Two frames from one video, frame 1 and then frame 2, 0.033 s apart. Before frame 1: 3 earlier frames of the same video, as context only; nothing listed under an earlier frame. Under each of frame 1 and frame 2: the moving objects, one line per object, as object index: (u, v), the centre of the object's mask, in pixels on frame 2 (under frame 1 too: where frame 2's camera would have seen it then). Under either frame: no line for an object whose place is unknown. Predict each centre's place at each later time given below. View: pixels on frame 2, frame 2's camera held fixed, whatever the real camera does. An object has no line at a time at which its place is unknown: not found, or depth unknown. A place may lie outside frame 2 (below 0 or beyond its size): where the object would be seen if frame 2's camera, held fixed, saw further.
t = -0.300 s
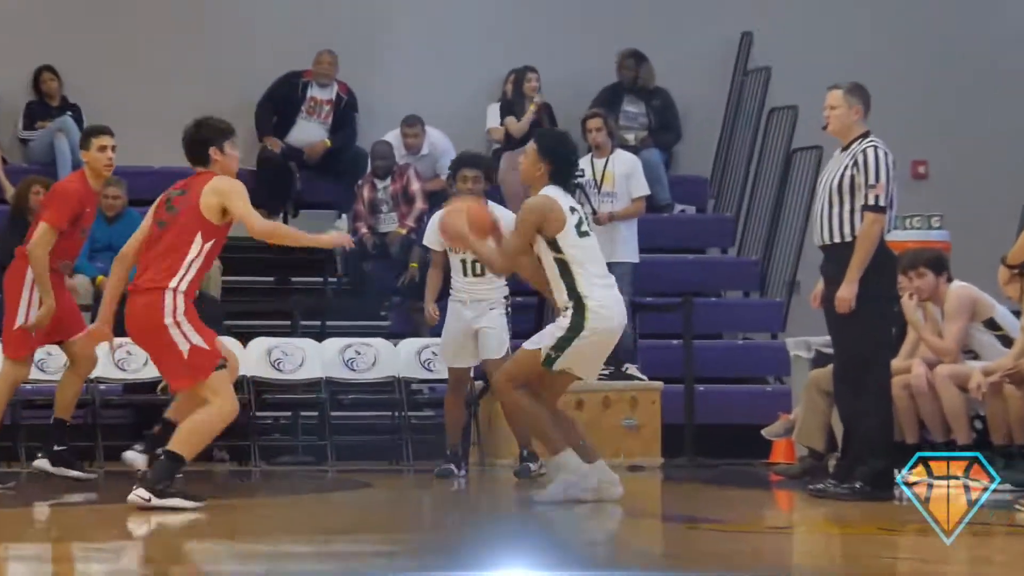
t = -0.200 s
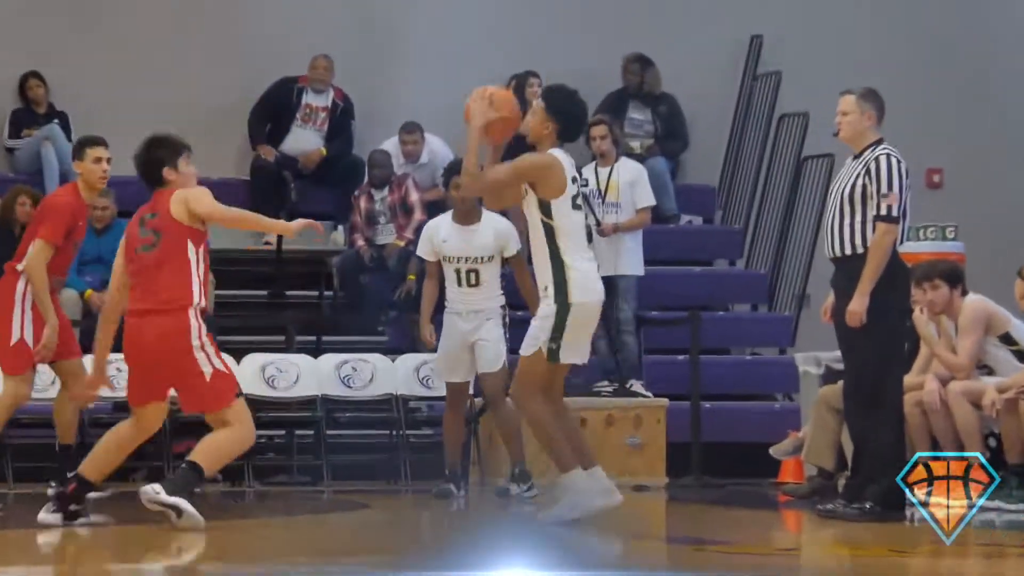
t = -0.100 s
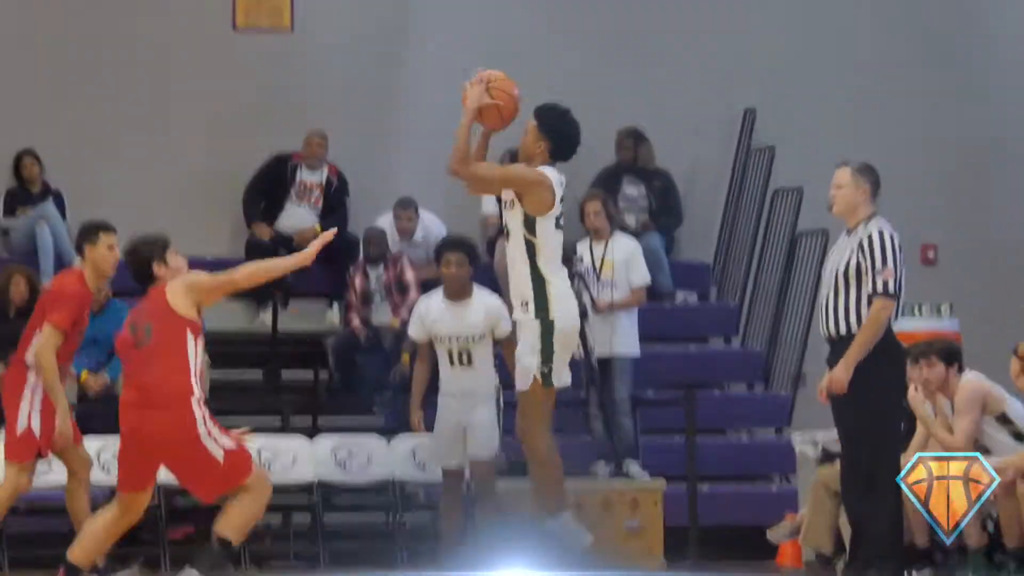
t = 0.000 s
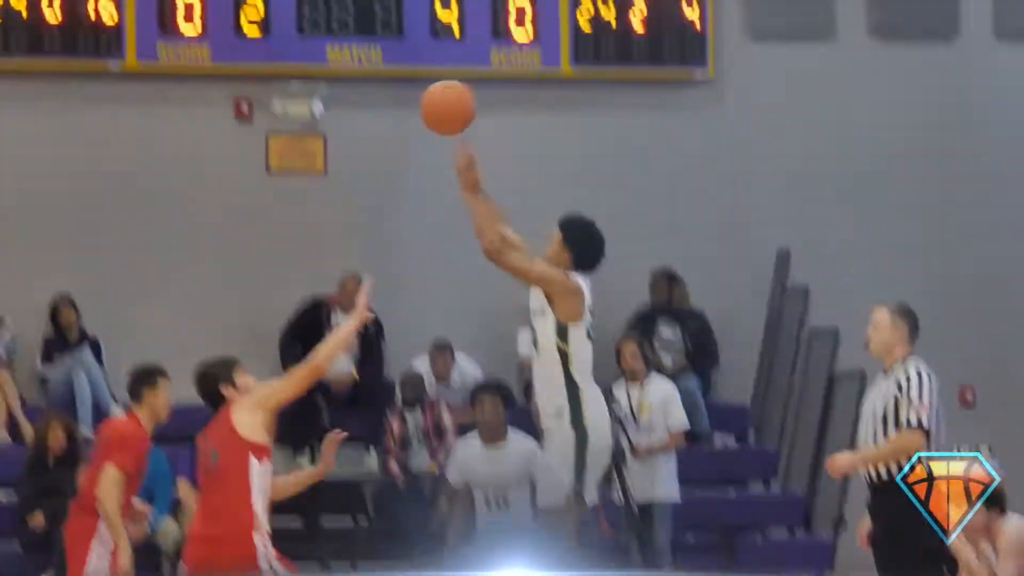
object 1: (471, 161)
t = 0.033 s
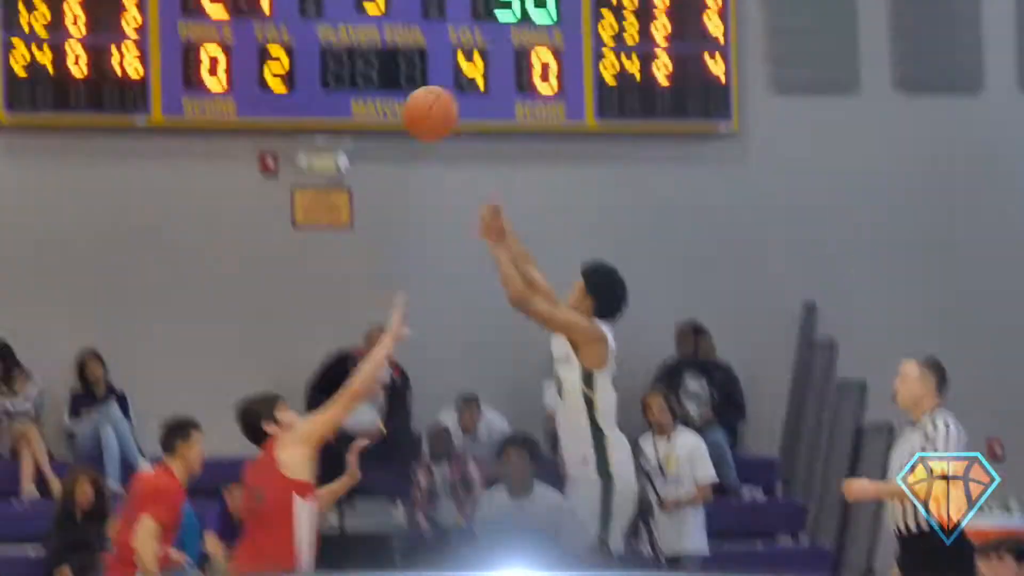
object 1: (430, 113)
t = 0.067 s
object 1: (388, 69)
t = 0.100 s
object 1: (345, 27)
